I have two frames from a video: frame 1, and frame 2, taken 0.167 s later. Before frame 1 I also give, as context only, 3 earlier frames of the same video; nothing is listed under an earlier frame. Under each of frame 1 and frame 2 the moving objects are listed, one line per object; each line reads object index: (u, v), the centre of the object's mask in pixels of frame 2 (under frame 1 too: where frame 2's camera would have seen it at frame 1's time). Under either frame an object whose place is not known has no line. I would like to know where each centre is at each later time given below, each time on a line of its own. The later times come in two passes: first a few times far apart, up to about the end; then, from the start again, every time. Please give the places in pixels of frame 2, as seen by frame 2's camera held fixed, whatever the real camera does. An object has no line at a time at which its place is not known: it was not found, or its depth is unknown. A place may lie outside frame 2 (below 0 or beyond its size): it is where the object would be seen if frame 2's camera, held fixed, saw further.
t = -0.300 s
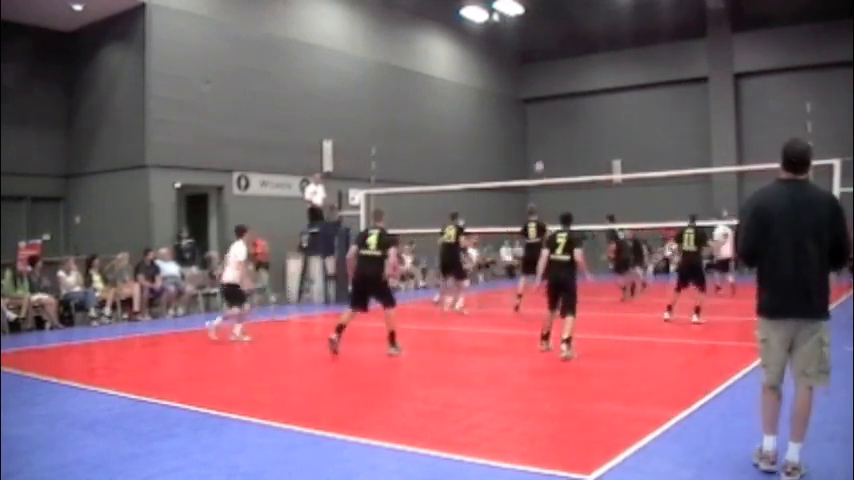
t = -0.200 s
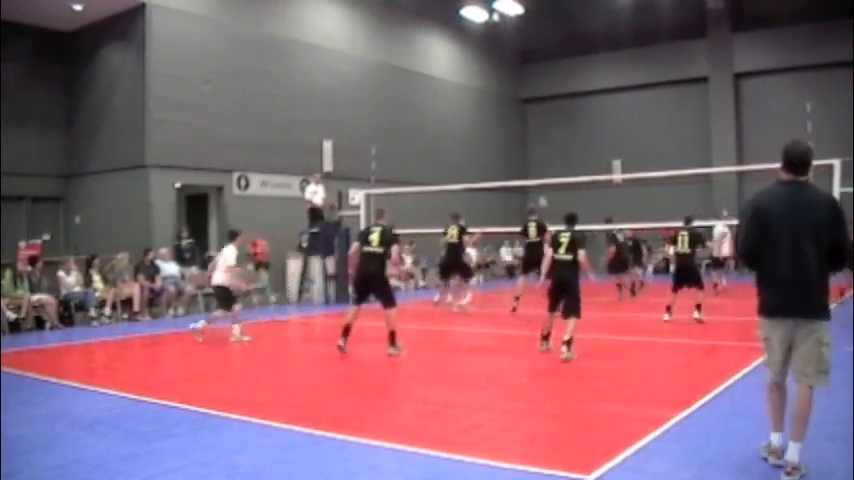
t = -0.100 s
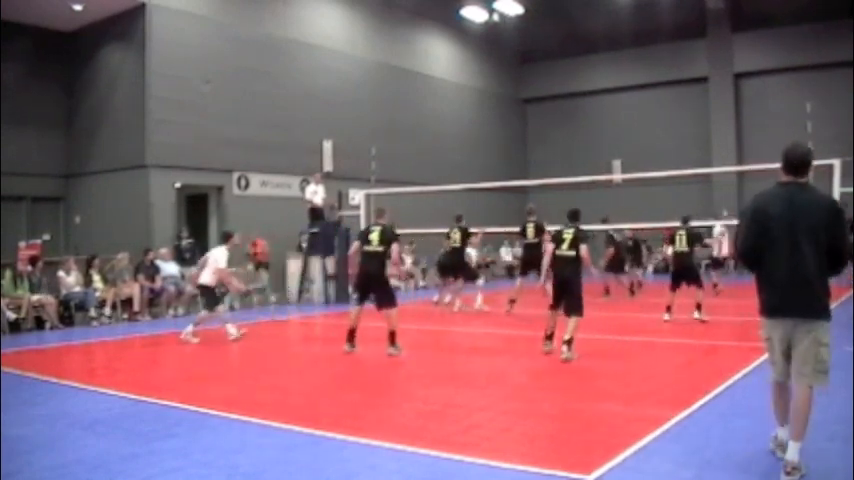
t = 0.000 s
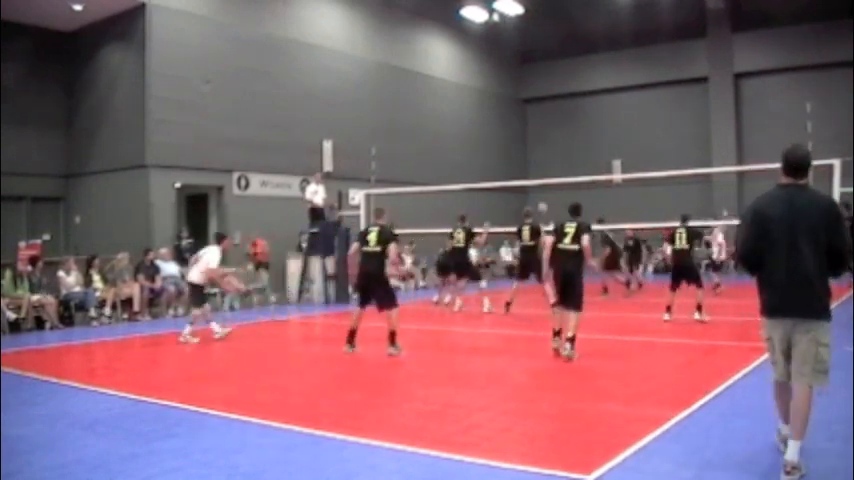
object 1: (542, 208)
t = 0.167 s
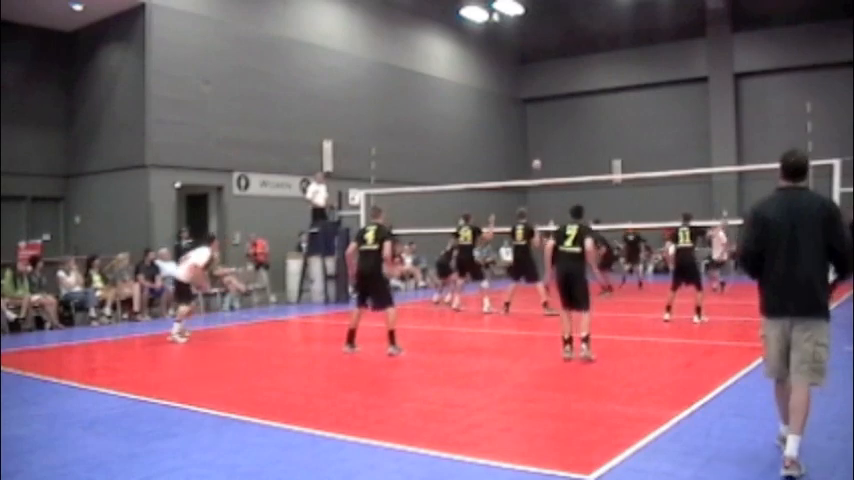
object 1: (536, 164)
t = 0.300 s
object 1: (532, 138)
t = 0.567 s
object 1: (524, 109)
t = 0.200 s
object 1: (535, 157)
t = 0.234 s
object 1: (535, 150)
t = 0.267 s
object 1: (533, 144)
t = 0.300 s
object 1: (532, 138)
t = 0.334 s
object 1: (531, 132)
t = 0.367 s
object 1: (530, 127)
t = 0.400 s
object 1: (529, 122)
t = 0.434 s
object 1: (528, 119)
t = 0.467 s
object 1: (527, 115)
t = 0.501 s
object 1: (526, 113)
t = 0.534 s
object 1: (525, 111)
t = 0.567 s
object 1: (524, 109)
